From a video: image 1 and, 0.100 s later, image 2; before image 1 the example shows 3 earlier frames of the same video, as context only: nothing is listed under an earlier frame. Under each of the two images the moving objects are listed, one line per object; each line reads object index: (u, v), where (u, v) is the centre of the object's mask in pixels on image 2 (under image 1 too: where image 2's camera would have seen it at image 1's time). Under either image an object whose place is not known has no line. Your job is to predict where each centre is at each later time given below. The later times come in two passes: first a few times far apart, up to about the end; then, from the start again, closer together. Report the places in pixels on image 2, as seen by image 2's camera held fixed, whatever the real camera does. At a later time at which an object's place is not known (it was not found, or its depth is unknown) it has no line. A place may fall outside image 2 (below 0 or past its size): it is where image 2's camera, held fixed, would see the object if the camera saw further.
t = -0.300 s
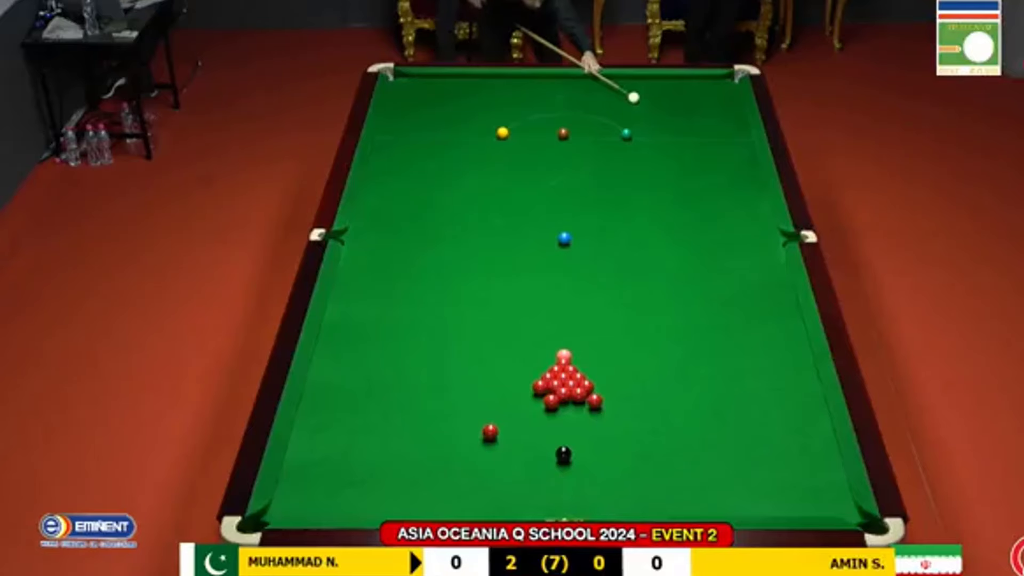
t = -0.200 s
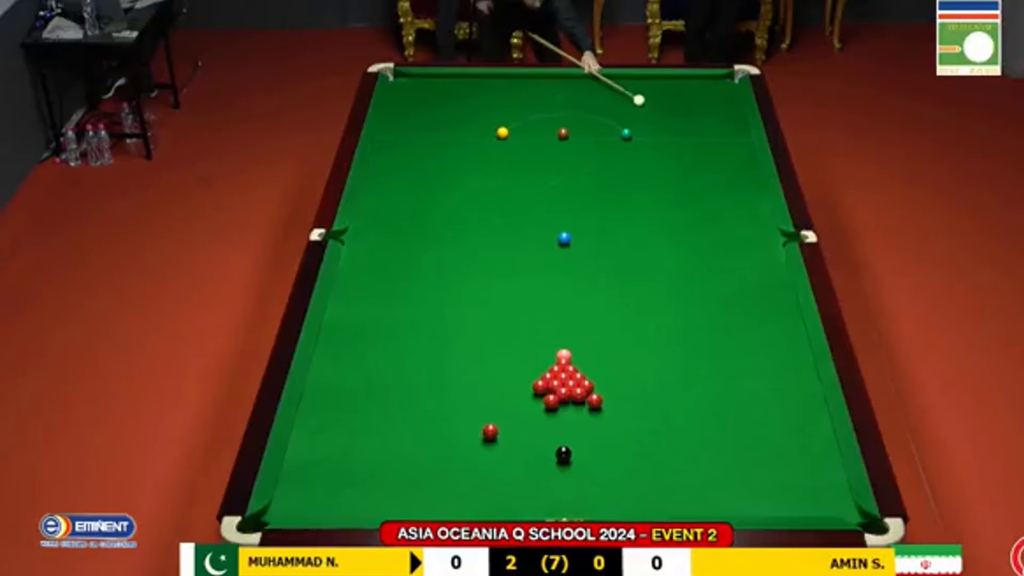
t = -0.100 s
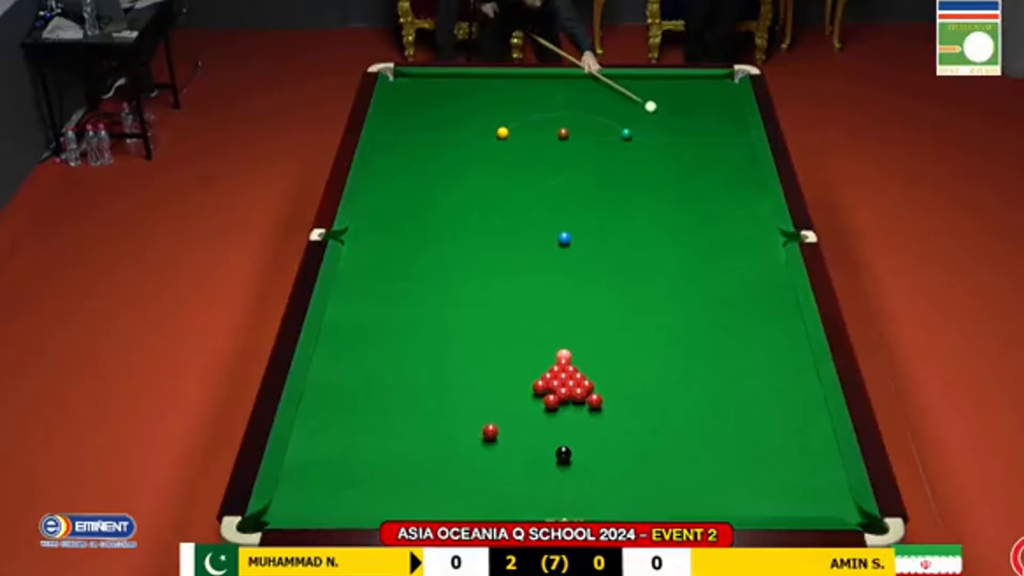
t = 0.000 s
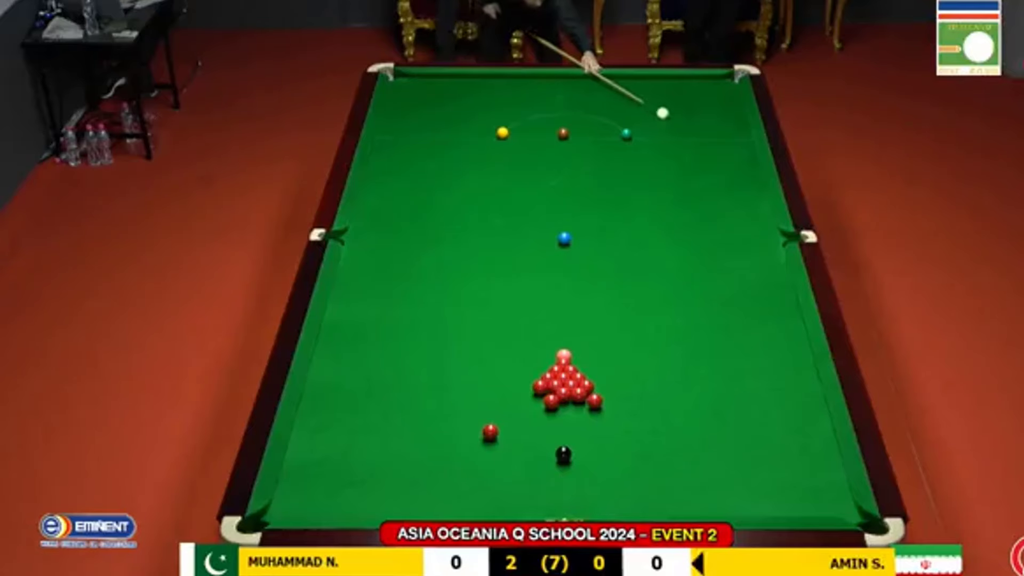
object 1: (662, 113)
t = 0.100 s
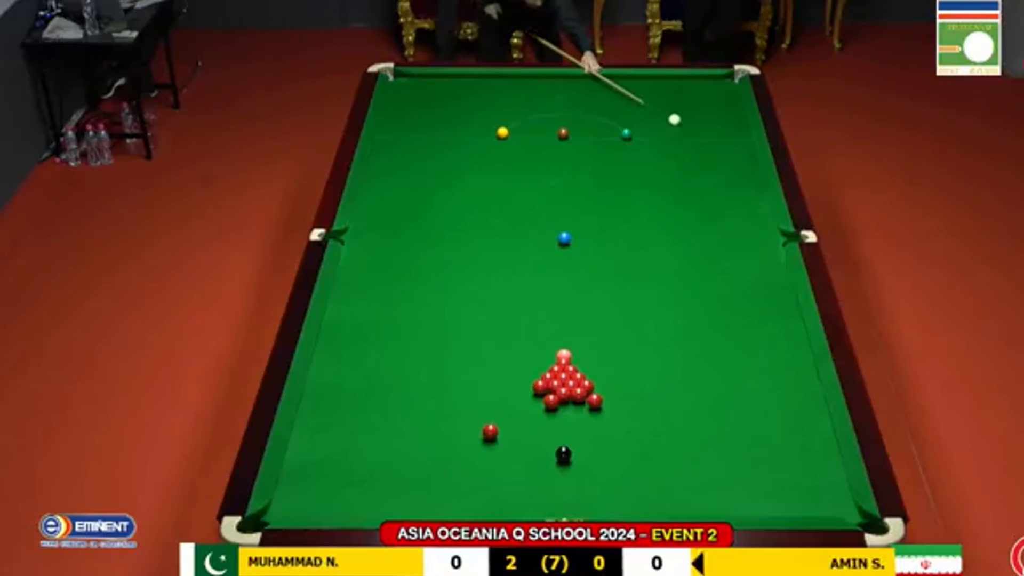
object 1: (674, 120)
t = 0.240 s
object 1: (691, 129)
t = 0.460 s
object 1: (718, 143)
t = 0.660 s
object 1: (743, 157)
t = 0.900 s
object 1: (746, 171)
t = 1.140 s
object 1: (735, 185)
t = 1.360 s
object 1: (726, 197)
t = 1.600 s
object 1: (715, 210)
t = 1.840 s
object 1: (705, 224)
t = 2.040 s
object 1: (696, 235)
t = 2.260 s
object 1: (687, 247)
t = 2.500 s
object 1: (676, 261)
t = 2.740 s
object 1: (666, 274)
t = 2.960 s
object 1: (657, 285)
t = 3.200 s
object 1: (648, 298)
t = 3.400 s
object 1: (640, 308)
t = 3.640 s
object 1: (630, 320)
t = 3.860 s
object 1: (622, 331)
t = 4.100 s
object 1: (613, 342)
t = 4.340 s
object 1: (605, 353)
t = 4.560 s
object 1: (597, 363)
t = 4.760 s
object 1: (591, 371)
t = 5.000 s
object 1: (592, 375)
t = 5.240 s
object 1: (595, 377)
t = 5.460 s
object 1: (597, 379)
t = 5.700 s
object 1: (598, 379)
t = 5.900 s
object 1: (599, 380)
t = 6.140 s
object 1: (599, 380)
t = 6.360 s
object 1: (599, 380)
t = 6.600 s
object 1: (599, 380)
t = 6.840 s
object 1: (599, 380)
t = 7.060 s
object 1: (599, 380)
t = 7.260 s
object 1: (599, 380)
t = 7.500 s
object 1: (599, 380)
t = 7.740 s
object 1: (599, 380)
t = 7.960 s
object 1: (599, 380)
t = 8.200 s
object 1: (599, 380)
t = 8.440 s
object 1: (599, 380)
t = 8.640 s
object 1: (599, 380)
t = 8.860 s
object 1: (599, 380)
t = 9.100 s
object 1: (599, 380)
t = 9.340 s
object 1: (599, 380)
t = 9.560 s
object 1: (599, 380)
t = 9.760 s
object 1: (599, 380)
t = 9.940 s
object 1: (599, 380)
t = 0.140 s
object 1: (679, 122)
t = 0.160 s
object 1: (681, 123)
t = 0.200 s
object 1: (686, 126)
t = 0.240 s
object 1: (691, 129)
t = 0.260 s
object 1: (694, 130)
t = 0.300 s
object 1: (698, 133)
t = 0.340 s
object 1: (703, 135)
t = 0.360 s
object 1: (706, 137)
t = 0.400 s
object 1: (710, 139)
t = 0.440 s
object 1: (715, 142)
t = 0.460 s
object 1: (718, 143)
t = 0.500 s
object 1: (723, 146)
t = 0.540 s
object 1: (728, 149)
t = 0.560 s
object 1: (730, 150)
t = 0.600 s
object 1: (735, 153)
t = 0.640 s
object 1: (740, 155)
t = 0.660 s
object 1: (743, 157)
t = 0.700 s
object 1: (748, 160)
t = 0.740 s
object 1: (753, 162)
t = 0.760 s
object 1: (753, 164)
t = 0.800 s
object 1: (751, 166)
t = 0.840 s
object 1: (748, 168)
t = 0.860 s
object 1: (747, 169)
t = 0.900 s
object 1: (746, 171)
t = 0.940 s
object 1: (744, 174)
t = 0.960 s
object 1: (743, 175)
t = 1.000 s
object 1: (742, 177)
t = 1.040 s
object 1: (740, 179)
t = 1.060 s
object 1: (739, 180)
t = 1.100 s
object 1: (737, 183)
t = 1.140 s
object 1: (735, 185)
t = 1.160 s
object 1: (735, 186)
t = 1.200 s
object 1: (733, 188)
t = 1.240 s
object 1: (731, 190)
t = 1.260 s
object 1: (730, 192)
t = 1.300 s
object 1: (729, 194)
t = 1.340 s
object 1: (727, 196)
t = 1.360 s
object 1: (726, 197)
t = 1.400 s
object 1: (724, 200)
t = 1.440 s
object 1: (722, 202)
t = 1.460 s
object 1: (721, 203)
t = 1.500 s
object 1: (720, 205)
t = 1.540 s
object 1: (718, 207)
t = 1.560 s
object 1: (717, 208)
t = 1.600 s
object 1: (715, 210)
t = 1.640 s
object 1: (714, 213)
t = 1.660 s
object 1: (713, 214)
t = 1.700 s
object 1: (711, 216)
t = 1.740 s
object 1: (710, 219)
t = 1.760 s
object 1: (709, 220)
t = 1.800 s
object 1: (707, 222)
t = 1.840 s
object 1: (705, 224)
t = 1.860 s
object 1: (704, 225)
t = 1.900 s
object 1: (702, 227)
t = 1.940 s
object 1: (701, 230)
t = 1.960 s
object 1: (700, 231)
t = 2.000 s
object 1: (698, 233)
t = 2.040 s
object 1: (696, 235)
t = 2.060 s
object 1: (695, 236)
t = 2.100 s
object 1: (694, 238)
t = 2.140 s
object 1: (692, 241)
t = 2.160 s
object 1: (691, 242)
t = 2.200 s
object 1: (689, 244)
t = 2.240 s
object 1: (688, 246)
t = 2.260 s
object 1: (687, 247)
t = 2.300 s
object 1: (685, 250)
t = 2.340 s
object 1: (683, 252)
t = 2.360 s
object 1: (682, 253)
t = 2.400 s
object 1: (681, 255)
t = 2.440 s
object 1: (679, 257)
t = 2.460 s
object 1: (678, 258)
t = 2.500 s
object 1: (676, 261)
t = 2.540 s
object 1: (675, 262)
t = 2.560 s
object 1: (674, 264)
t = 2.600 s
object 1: (672, 266)
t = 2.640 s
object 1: (671, 268)
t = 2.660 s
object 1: (670, 269)
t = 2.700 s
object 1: (668, 271)
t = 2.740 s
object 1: (666, 274)
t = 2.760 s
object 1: (666, 274)
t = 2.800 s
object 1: (664, 277)
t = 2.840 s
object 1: (663, 279)
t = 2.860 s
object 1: (662, 280)
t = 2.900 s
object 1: (660, 282)
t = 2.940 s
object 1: (658, 284)
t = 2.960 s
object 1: (657, 285)
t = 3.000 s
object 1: (656, 287)
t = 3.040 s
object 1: (654, 289)
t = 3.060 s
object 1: (653, 290)
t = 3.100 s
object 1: (652, 292)
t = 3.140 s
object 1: (650, 295)
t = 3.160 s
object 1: (649, 296)
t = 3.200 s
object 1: (648, 298)
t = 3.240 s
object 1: (646, 300)
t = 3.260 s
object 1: (645, 301)
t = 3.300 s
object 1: (643, 303)
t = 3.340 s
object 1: (642, 305)
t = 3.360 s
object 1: (641, 306)
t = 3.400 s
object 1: (640, 308)
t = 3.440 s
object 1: (638, 310)
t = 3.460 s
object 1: (637, 311)
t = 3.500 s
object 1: (636, 313)
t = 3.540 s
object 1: (634, 315)
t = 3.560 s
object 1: (633, 316)
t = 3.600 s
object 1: (632, 318)
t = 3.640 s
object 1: (630, 320)
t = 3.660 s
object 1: (629, 321)
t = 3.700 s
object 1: (628, 323)
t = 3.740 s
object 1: (626, 325)
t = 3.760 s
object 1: (626, 326)
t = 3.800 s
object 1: (624, 328)
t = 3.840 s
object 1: (623, 330)
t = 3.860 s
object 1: (622, 331)
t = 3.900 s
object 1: (621, 333)
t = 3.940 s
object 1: (619, 335)
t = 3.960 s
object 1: (619, 336)
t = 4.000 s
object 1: (617, 338)
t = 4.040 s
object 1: (615, 340)
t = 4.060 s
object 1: (615, 340)
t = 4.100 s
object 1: (613, 342)
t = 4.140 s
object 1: (612, 345)
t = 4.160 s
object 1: (611, 346)
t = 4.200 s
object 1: (610, 347)
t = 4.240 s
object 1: (608, 349)
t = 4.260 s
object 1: (608, 350)
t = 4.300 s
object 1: (606, 352)
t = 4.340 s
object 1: (605, 353)
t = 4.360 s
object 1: (604, 354)
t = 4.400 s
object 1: (603, 356)
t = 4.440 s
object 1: (601, 358)
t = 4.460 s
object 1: (601, 359)
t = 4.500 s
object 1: (600, 361)
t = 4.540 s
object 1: (598, 362)
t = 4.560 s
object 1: (597, 363)
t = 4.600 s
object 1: (596, 365)
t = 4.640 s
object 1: (595, 367)
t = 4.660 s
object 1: (594, 367)
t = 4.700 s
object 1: (592, 369)
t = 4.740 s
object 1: (591, 370)
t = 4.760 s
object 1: (591, 371)
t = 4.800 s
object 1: (590, 372)
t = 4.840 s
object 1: (590, 373)
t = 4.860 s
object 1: (590, 373)
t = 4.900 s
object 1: (591, 374)
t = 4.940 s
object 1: (591, 374)
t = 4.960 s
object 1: (592, 374)
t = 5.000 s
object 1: (592, 375)
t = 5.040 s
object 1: (593, 375)
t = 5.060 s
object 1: (593, 375)
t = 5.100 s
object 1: (594, 376)
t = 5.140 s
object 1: (594, 376)
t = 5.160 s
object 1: (594, 376)
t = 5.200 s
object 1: (595, 376)
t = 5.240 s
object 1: (595, 377)
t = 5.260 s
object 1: (595, 377)
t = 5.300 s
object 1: (596, 377)
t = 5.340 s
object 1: (596, 377)
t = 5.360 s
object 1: (596, 378)
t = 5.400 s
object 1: (597, 378)
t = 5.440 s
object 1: (597, 378)
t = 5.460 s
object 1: (597, 379)
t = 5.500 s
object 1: (597, 379)
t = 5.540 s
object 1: (598, 379)
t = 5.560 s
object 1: (598, 379)
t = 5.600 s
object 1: (598, 379)
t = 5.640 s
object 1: (598, 379)
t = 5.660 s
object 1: (598, 379)
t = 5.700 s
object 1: (598, 379)
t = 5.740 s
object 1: (598, 380)
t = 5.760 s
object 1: (598, 380)
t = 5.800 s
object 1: (599, 380)
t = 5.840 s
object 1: (599, 380)
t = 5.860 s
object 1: (599, 380)
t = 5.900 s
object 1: (599, 380)
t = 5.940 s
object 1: (599, 380)
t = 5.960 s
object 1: (599, 380)
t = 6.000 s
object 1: (599, 380)
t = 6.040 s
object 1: (599, 380)
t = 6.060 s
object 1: (599, 380)
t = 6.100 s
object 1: (599, 380)
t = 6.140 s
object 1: (599, 380)
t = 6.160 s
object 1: (599, 380)
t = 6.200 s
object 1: (599, 380)
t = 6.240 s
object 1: (599, 380)
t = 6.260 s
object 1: (599, 380)
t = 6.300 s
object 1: (599, 380)
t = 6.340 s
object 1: (599, 380)
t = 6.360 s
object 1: (599, 380)
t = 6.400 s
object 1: (599, 380)
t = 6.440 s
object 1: (599, 380)
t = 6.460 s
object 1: (599, 380)
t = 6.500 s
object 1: (599, 380)
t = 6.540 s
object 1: (599, 380)
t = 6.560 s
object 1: (599, 380)
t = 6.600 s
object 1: (599, 380)
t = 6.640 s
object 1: (599, 380)
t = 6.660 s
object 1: (599, 380)
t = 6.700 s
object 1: (599, 380)
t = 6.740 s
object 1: (599, 380)
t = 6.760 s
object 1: (599, 380)
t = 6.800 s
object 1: (599, 380)
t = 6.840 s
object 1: (599, 380)
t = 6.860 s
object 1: (599, 380)
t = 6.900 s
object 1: (599, 380)
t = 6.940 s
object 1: (599, 380)
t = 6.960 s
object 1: (599, 380)
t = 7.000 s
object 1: (599, 380)
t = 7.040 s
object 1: (599, 380)
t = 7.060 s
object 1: (599, 380)
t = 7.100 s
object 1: (599, 380)
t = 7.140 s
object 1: (599, 380)
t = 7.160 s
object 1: (599, 380)
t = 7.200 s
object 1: (599, 380)
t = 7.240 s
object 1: (599, 380)
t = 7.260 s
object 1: (599, 380)
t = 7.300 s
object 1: (599, 380)
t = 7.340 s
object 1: (599, 380)
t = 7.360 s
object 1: (599, 380)
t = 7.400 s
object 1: (599, 380)
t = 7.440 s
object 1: (599, 380)
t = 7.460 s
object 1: (599, 380)
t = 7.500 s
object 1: (599, 380)
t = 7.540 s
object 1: (599, 380)
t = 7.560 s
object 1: (599, 380)
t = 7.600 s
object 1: (599, 380)
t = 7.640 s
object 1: (599, 380)
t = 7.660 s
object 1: (599, 380)
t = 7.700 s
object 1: (599, 380)
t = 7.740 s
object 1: (599, 380)
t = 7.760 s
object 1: (599, 380)
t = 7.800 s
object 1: (599, 380)
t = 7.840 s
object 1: (599, 380)
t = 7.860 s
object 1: (599, 380)
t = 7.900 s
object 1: (599, 380)
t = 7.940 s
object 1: (599, 380)
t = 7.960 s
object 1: (599, 380)
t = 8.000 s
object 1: (599, 380)
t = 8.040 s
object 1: (599, 380)
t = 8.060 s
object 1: (599, 380)
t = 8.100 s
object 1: (599, 380)
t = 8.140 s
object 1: (599, 380)
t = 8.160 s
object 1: (599, 380)
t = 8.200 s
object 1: (599, 380)
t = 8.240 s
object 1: (599, 380)
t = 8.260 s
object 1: (599, 380)
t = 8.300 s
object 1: (599, 380)
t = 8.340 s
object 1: (599, 380)
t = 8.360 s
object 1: (599, 380)
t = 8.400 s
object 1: (599, 380)
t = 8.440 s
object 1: (599, 380)
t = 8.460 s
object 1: (599, 380)
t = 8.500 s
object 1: (599, 380)
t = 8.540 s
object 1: (599, 380)
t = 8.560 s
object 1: (599, 380)
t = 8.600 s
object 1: (599, 380)
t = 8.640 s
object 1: (599, 380)
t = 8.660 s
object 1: (599, 380)
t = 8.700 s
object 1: (599, 380)
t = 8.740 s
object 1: (599, 380)
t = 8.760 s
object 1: (599, 380)
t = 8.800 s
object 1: (599, 380)
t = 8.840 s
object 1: (599, 380)
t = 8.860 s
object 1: (599, 380)
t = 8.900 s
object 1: (599, 380)
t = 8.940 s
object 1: (599, 380)
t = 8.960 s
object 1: (599, 380)
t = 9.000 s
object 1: (599, 380)
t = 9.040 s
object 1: (599, 380)
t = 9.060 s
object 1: (599, 380)
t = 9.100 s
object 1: (599, 380)
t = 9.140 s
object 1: (599, 380)
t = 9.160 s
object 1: (599, 380)
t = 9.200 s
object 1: (599, 380)
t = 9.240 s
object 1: (599, 380)
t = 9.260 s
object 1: (599, 380)
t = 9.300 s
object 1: (599, 380)
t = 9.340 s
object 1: (599, 380)
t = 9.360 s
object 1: (599, 380)
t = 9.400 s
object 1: (599, 380)
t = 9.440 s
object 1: (599, 380)
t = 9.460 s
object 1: (599, 380)
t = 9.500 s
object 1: (599, 380)
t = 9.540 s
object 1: (599, 380)
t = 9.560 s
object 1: (599, 380)
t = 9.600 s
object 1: (599, 380)
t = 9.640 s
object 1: (599, 380)
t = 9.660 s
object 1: (599, 380)
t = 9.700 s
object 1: (599, 380)
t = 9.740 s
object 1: (599, 380)
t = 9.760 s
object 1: (599, 380)
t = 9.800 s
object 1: (599, 380)
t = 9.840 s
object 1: (599, 380)
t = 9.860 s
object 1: (599, 380)
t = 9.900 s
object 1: (599, 380)
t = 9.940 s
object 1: (599, 380)
